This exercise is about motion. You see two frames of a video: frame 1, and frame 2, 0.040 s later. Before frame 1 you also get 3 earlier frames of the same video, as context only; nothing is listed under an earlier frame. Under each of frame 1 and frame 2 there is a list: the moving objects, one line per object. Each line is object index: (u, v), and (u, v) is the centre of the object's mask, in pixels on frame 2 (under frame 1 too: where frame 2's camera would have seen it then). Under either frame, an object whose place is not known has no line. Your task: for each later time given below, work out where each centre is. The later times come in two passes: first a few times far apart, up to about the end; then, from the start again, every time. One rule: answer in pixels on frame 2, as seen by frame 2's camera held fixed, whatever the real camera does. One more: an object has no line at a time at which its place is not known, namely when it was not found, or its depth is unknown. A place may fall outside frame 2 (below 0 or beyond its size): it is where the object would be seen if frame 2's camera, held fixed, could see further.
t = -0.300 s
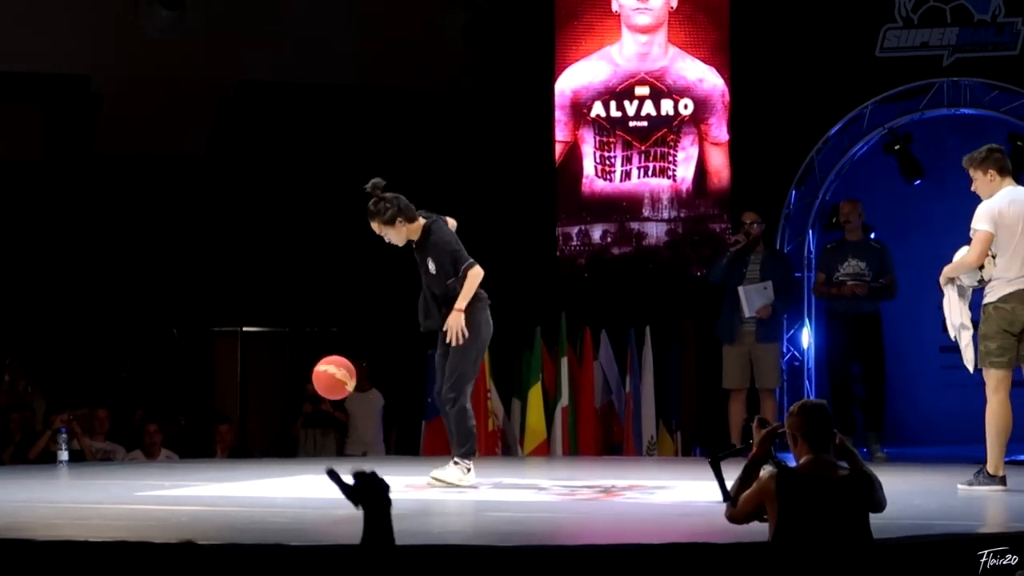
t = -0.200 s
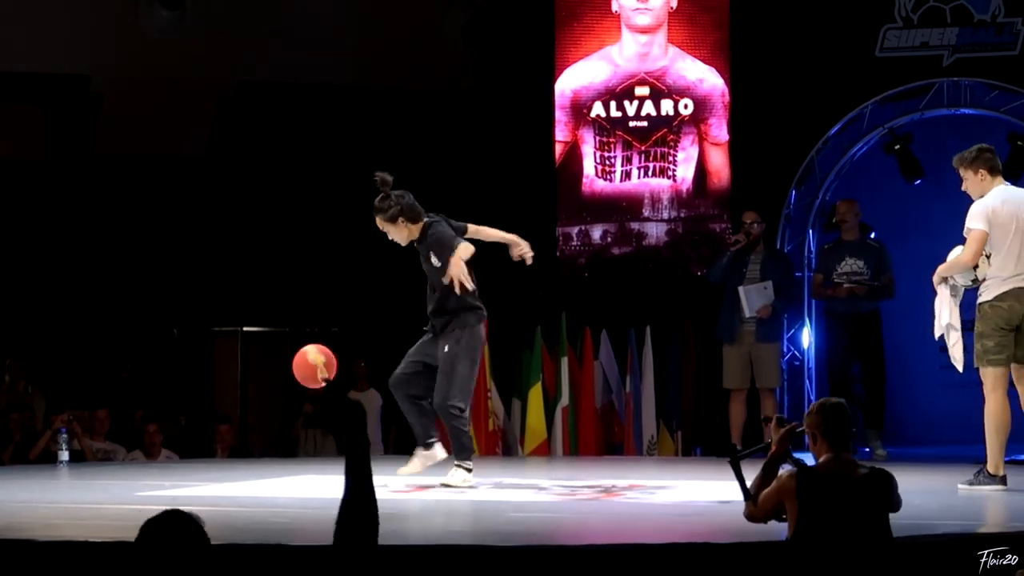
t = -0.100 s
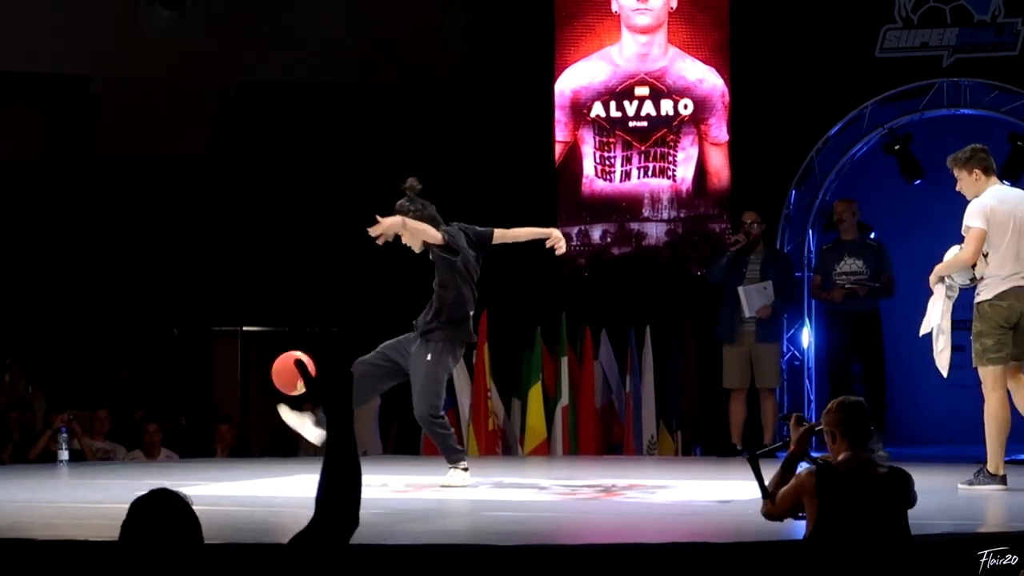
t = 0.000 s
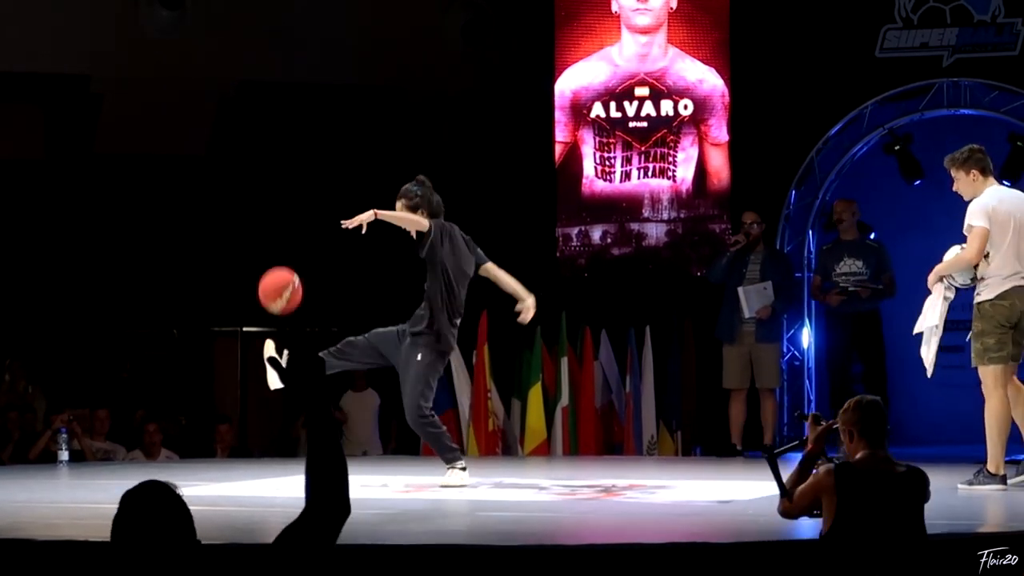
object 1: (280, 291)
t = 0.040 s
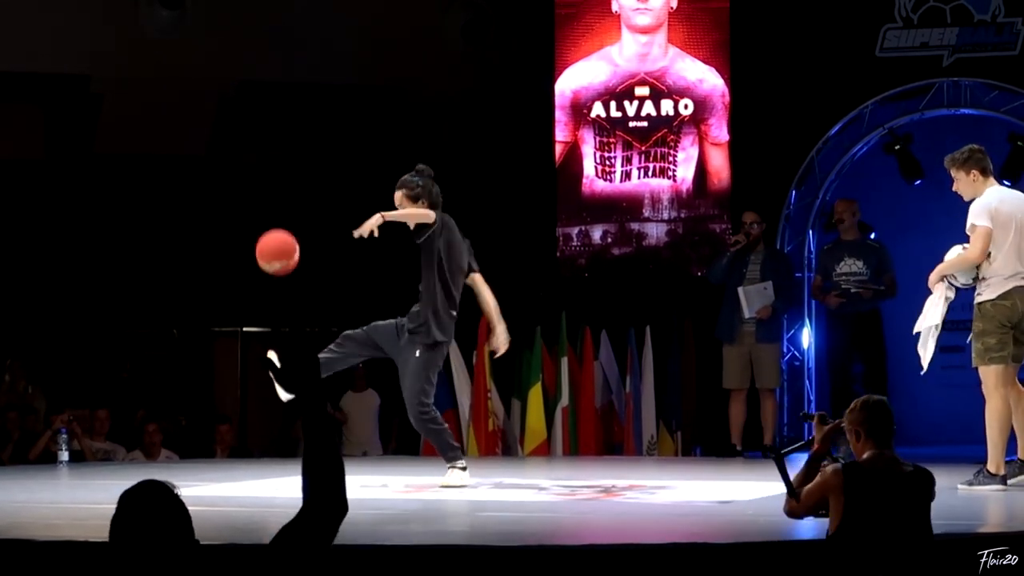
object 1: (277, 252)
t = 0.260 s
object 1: (262, 92)
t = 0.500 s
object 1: (245, 20)
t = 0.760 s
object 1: (227, 66)
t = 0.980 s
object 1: (211, 209)
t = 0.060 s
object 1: (276, 234)
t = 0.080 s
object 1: (274, 216)
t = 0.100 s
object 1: (273, 200)
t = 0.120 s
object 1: (271, 183)
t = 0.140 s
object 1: (270, 168)
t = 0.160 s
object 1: (268, 154)
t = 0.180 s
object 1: (267, 140)
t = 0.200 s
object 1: (266, 127)
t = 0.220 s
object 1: (265, 115)
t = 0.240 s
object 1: (263, 103)
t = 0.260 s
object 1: (262, 92)
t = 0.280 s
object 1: (260, 82)
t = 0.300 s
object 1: (259, 73)
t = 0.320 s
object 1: (258, 64)
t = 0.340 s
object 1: (256, 56)
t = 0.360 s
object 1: (255, 49)
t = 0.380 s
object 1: (254, 43)
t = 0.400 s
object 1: (252, 37)
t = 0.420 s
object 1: (251, 32)
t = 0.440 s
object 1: (249, 28)
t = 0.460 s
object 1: (248, 24)
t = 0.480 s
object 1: (247, 22)
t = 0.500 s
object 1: (245, 20)
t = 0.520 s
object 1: (244, 20)
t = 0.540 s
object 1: (243, 20)
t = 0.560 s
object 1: (241, 20)
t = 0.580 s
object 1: (240, 20)
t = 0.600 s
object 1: (238, 22)
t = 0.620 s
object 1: (237, 24)
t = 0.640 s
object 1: (236, 27)
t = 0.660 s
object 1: (234, 32)
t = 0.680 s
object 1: (233, 37)
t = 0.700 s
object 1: (231, 43)
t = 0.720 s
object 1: (230, 50)
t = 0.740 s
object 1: (229, 57)
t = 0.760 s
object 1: (227, 66)
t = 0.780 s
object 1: (226, 75)
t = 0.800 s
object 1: (224, 84)
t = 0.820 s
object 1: (223, 95)
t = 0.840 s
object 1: (221, 106)
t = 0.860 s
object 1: (220, 118)
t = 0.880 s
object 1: (219, 131)
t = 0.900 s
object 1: (217, 145)
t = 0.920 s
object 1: (216, 160)
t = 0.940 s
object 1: (214, 175)
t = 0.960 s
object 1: (212, 192)
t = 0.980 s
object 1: (211, 209)
